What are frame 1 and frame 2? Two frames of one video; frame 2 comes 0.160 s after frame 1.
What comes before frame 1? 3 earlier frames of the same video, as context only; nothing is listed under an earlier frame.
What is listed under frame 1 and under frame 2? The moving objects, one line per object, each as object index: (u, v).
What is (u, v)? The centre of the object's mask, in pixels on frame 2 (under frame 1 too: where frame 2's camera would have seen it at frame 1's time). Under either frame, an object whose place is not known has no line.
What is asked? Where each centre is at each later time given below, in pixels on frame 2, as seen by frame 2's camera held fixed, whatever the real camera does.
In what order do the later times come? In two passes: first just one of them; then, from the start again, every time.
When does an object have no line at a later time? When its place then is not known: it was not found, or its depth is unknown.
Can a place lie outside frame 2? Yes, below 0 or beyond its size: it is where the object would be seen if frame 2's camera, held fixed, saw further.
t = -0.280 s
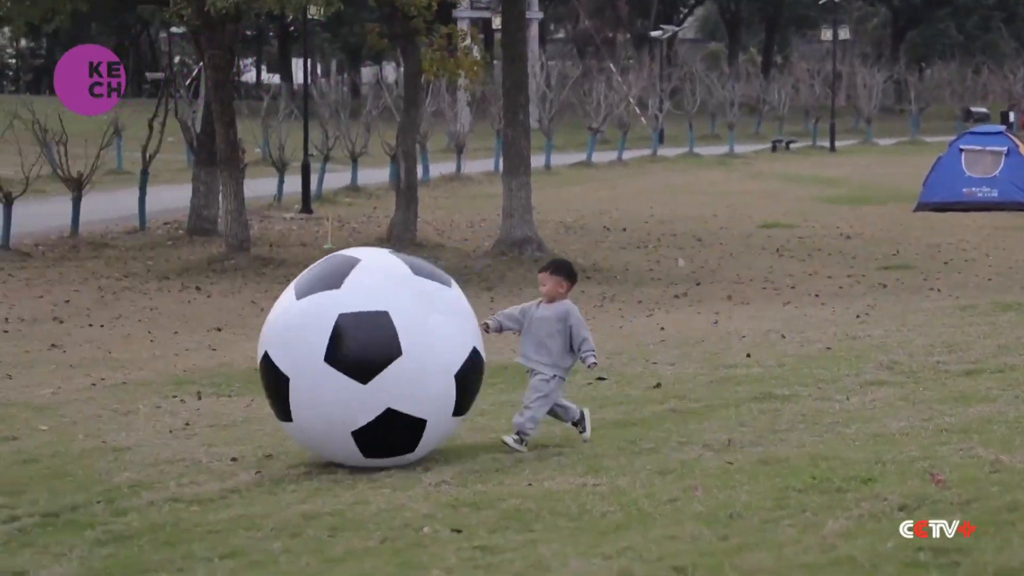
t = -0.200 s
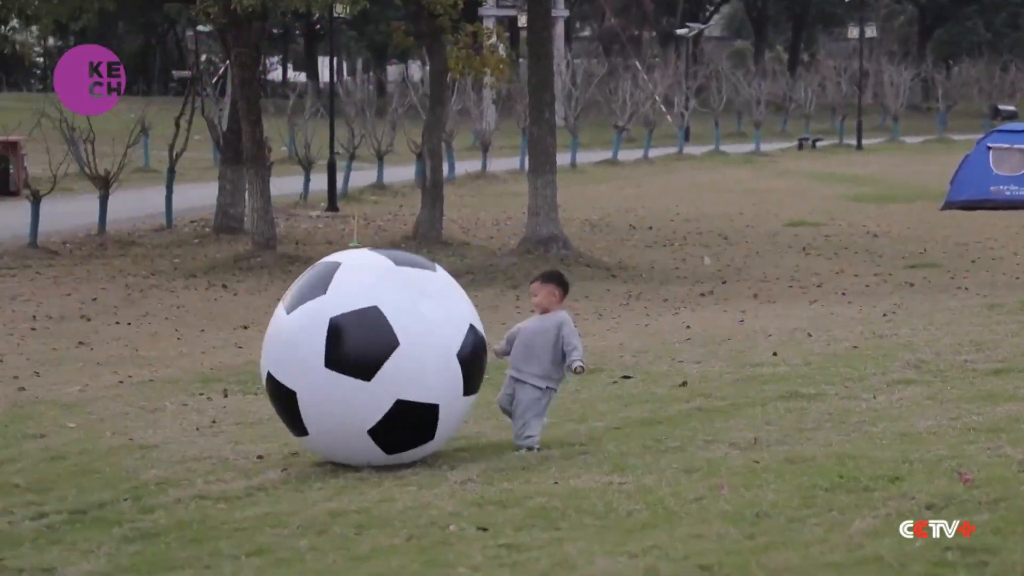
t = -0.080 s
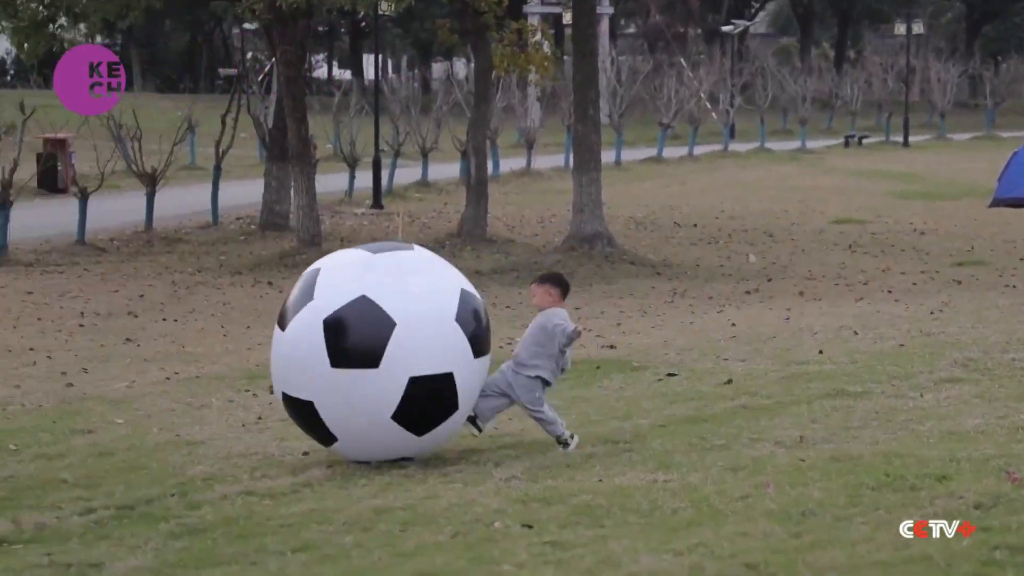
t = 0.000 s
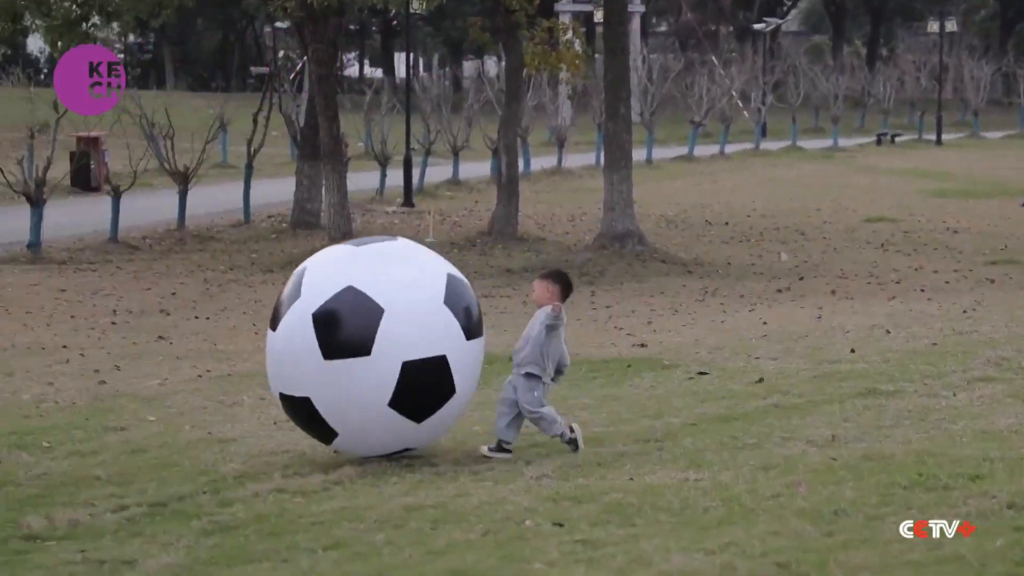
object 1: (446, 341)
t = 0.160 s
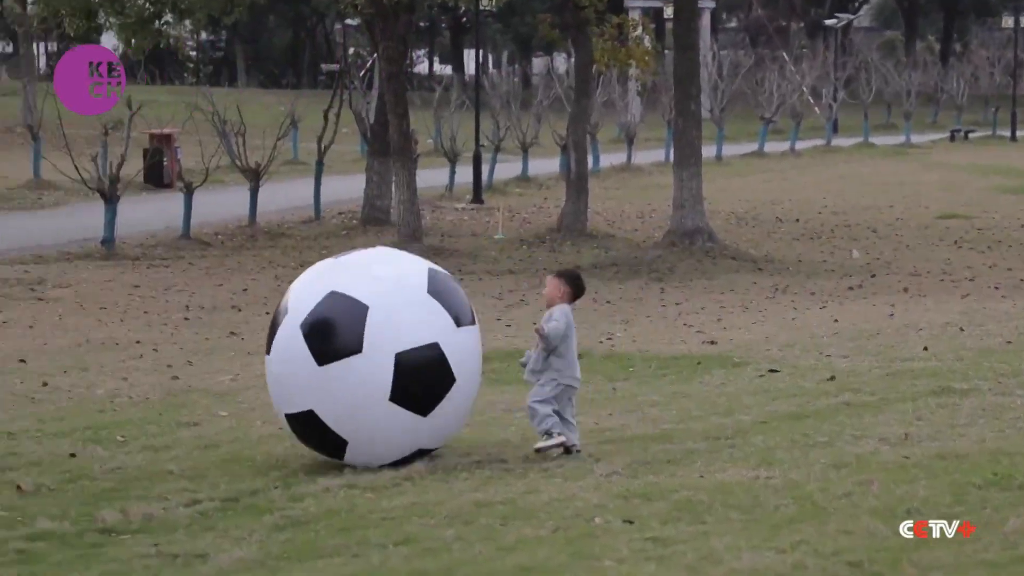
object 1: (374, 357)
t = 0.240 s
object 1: (342, 365)
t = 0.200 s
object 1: (357, 363)
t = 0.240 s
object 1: (342, 365)
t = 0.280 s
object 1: (328, 362)
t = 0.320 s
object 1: (314, 359)
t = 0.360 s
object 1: (300, 356)
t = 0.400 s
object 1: (286, 356)
